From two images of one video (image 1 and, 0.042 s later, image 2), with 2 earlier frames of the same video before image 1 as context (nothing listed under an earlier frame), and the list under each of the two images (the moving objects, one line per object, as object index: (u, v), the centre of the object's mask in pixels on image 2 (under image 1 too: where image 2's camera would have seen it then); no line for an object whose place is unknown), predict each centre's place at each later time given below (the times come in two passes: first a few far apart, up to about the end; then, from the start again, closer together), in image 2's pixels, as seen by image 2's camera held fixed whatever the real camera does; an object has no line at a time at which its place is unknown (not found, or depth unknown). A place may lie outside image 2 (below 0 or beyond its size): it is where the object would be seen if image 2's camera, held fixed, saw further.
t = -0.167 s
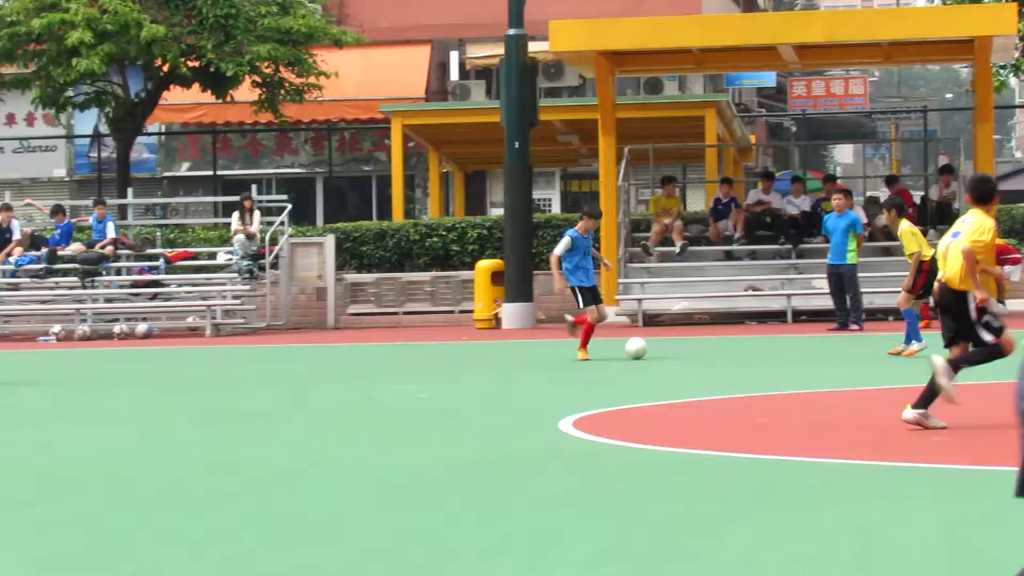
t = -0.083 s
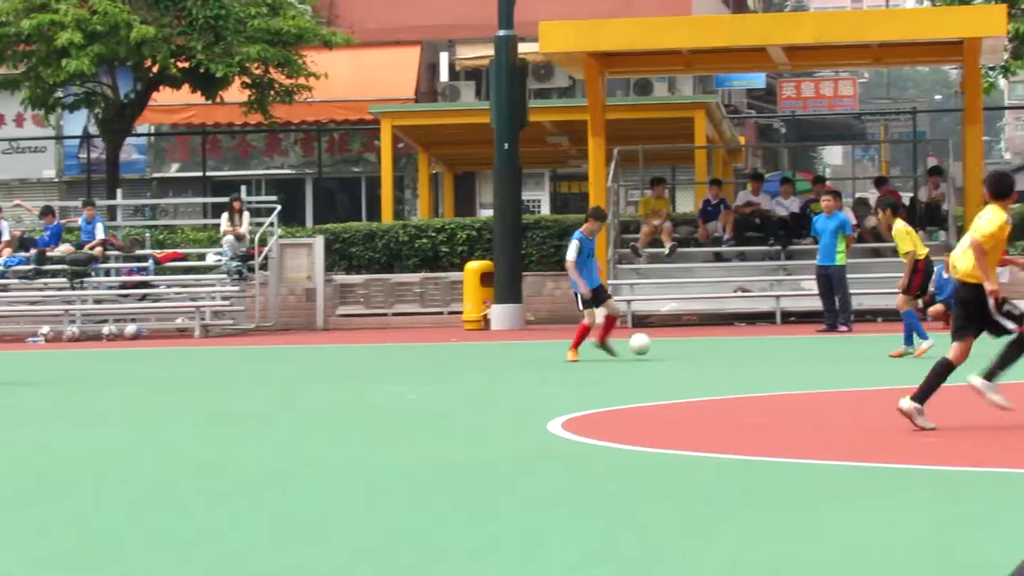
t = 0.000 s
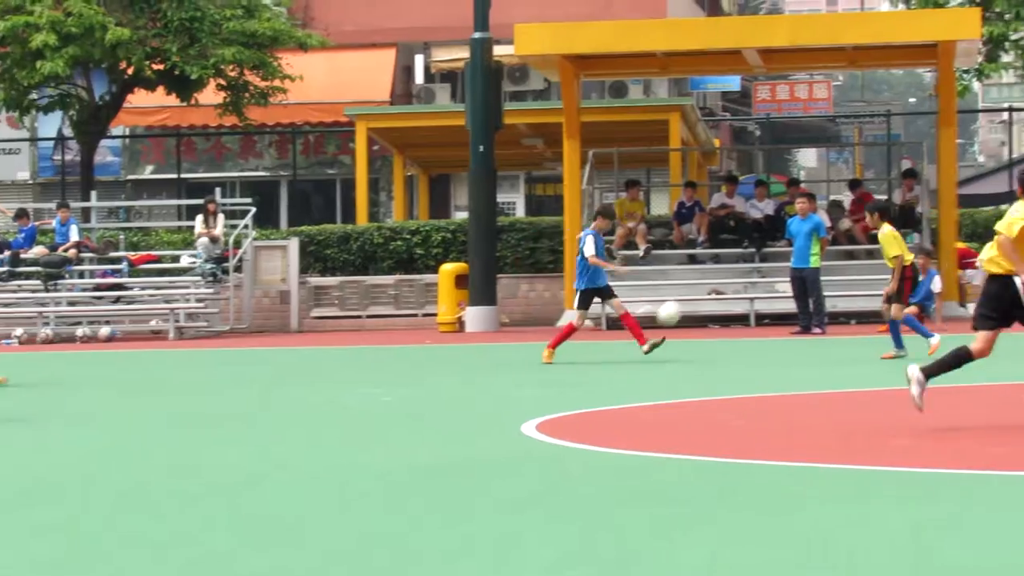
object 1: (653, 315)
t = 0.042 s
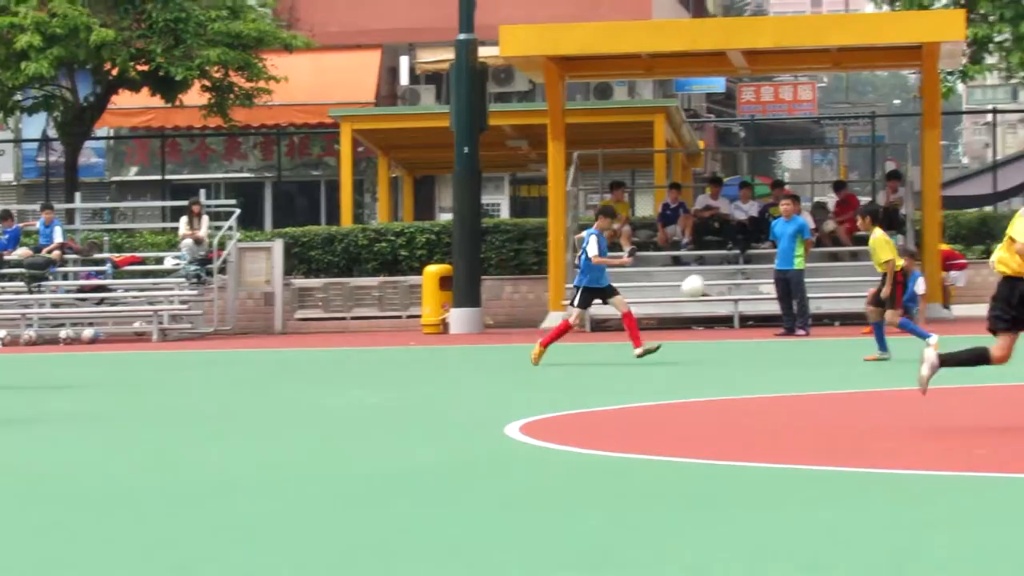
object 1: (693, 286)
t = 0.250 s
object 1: (899, 165)
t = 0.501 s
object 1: (1193, 52)
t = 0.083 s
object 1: (732, 259)
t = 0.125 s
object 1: (772, 235)
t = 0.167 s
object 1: (813, 210)
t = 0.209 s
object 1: (855, 187)
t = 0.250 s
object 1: (899, 165)
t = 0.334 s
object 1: (990, 122)
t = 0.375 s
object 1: (1038, 106)
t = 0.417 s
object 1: (1086, 87)
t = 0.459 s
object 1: (1138, 70)
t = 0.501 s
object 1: (1193, 52)
